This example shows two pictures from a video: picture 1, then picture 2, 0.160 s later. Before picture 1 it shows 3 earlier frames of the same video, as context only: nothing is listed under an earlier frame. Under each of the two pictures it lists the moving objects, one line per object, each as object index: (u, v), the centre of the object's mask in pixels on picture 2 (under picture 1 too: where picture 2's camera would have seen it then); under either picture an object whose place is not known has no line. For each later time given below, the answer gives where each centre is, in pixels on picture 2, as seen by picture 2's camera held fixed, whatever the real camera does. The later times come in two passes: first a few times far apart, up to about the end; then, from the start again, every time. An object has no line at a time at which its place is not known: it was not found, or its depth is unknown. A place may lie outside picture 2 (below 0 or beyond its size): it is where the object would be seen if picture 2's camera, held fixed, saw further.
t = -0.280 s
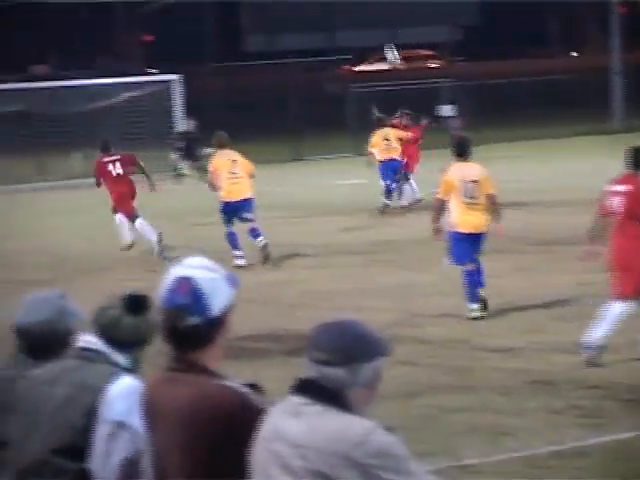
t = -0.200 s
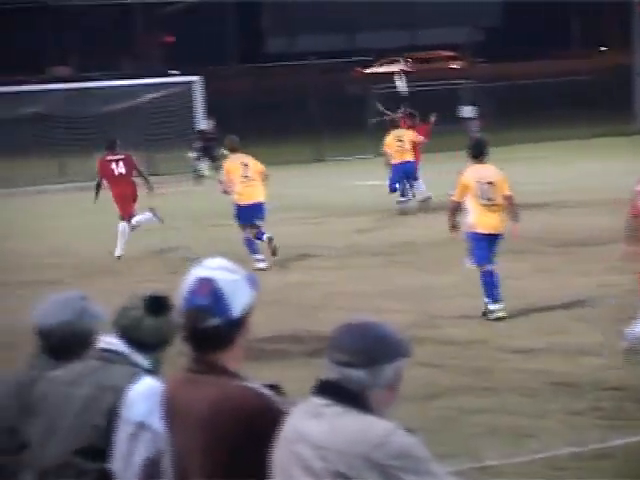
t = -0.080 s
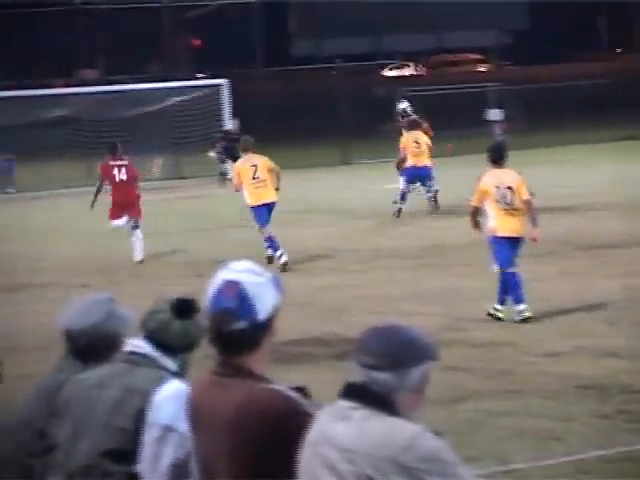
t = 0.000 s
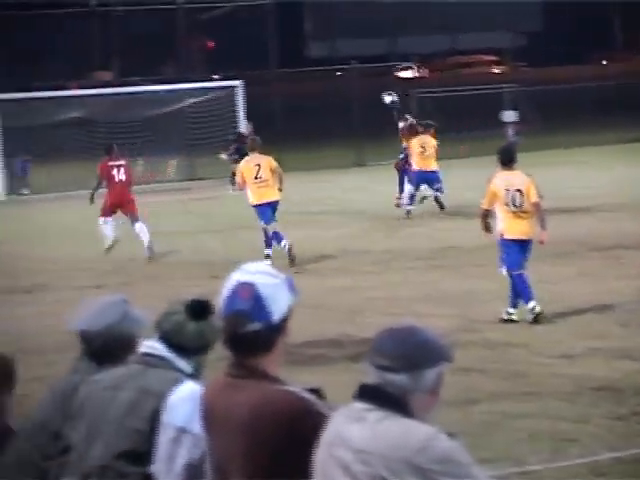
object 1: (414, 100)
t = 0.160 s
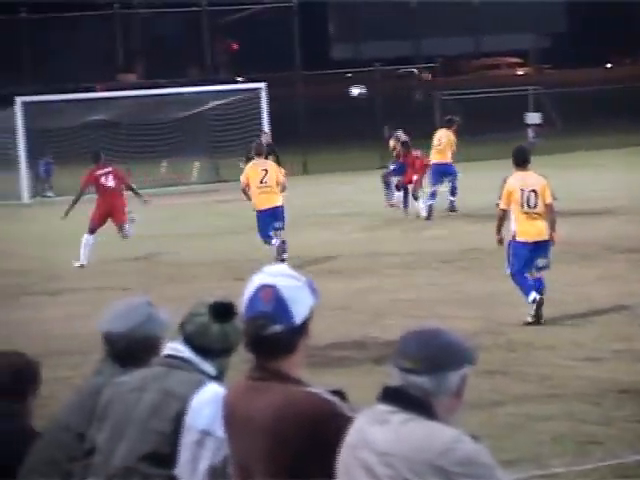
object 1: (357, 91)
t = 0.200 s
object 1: (343, 91)
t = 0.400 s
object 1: (278, 102)
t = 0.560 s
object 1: (226, 126)
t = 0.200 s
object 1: (343, 91)
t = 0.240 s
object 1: (330, 91)
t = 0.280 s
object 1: (317, 93)
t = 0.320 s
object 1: (304, 95)
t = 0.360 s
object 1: (290, 98)
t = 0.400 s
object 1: (278, 102)
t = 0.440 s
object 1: (265, 106)
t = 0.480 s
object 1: (252, 113)
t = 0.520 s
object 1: (239, 119)
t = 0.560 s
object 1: (226, 126)
